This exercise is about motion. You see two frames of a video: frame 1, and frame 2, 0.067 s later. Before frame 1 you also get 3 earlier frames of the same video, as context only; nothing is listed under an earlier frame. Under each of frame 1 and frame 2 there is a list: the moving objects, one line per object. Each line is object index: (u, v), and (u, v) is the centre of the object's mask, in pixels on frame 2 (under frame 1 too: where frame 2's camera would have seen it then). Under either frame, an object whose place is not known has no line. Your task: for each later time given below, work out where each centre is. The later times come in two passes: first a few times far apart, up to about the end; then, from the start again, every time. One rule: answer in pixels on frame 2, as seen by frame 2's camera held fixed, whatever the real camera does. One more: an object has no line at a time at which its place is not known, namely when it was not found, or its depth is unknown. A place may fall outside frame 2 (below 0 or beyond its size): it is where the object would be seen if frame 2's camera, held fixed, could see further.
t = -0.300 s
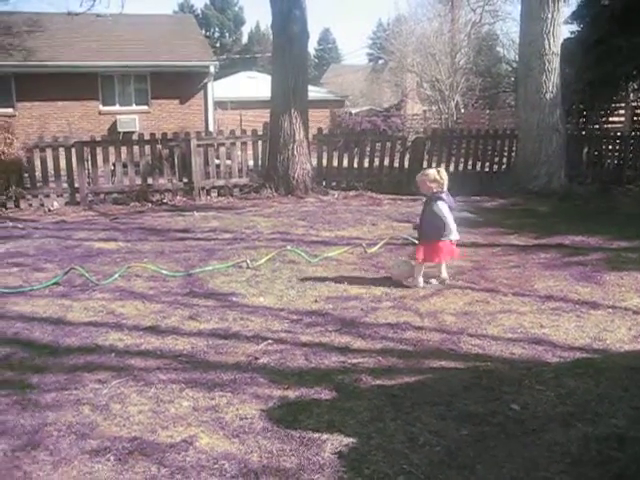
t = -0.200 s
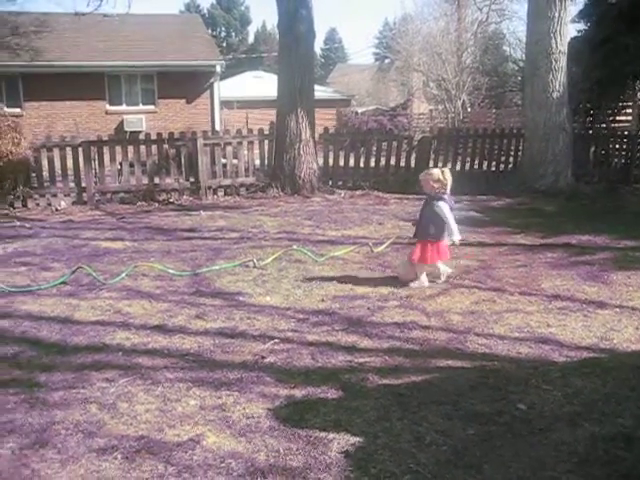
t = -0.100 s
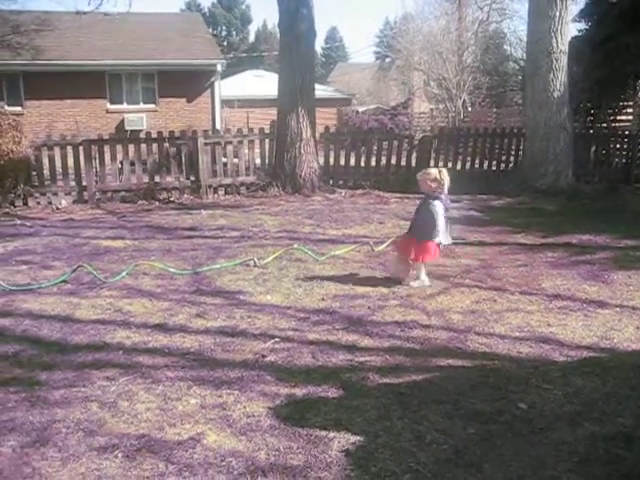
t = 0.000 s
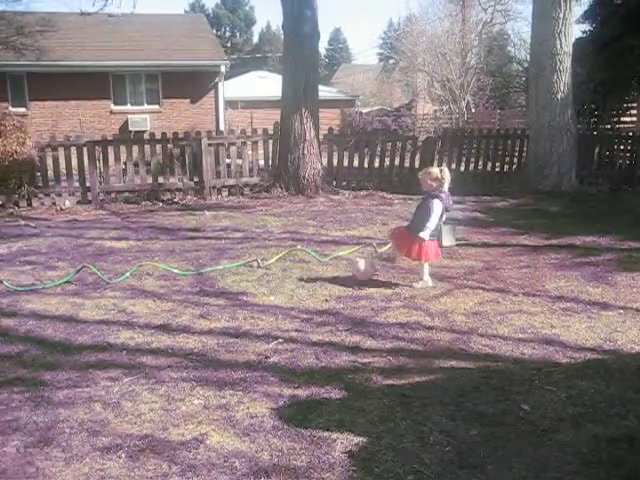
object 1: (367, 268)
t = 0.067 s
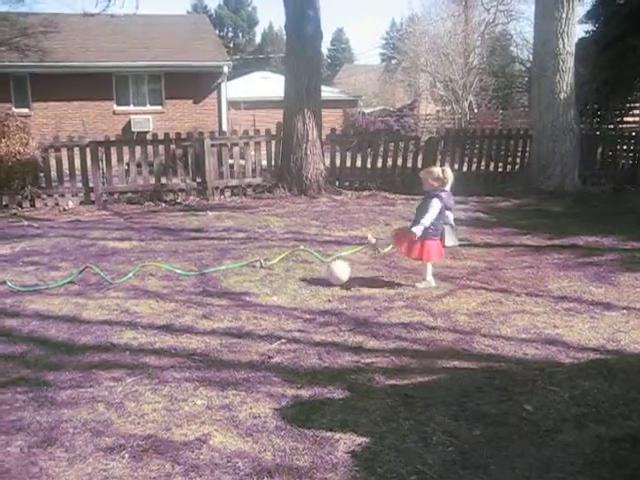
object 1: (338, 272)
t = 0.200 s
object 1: (297, 274)
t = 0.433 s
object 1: (235, 275)
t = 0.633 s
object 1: (186, 277)
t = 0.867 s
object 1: (131, 274)
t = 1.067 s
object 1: (87, 278)
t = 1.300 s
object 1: (39, 283)
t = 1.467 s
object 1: (5, 283)
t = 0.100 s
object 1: (328, 273)
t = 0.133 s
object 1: (318, 273)
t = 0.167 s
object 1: (309, 272)
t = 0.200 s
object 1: (297, 274)
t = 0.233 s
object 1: (288, 275)
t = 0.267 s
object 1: (279, 274)
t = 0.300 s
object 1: (271, 272)
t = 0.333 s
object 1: (260, 272)
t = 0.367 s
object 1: (252, 273)
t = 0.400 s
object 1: (243, 275)
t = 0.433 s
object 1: (235, 275)
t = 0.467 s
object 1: (227, 272)
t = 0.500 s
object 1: (219, 271)
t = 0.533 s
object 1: (211, 271)
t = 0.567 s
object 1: (203, 274)
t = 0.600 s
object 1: (195, 277)
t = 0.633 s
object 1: (186, 277)
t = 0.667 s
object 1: (177, 277)
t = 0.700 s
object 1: (168, 278)
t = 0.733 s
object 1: (161, 278)
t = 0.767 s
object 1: (153, 277)
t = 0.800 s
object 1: (145, 276)
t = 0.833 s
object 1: (139, 276)
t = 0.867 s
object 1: (131, 274)
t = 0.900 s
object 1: (124, 276)
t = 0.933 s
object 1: (115, 277)
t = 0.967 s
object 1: (108, 277)
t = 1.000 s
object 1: (100, 277)
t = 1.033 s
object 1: (94, 278)
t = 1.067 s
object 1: (87, 278)
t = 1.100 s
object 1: (80, 278)
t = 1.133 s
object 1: (74, 279)
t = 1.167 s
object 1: (68, 279)
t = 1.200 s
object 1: (60, 280)
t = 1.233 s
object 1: (54, 281)
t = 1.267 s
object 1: (46, 283)
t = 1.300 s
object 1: (39, 283)
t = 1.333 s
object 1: (32, 281)
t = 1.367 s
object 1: (25, 282)
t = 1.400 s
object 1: (18, 283)
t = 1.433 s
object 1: (12, 284)
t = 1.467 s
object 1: (5, 283)
